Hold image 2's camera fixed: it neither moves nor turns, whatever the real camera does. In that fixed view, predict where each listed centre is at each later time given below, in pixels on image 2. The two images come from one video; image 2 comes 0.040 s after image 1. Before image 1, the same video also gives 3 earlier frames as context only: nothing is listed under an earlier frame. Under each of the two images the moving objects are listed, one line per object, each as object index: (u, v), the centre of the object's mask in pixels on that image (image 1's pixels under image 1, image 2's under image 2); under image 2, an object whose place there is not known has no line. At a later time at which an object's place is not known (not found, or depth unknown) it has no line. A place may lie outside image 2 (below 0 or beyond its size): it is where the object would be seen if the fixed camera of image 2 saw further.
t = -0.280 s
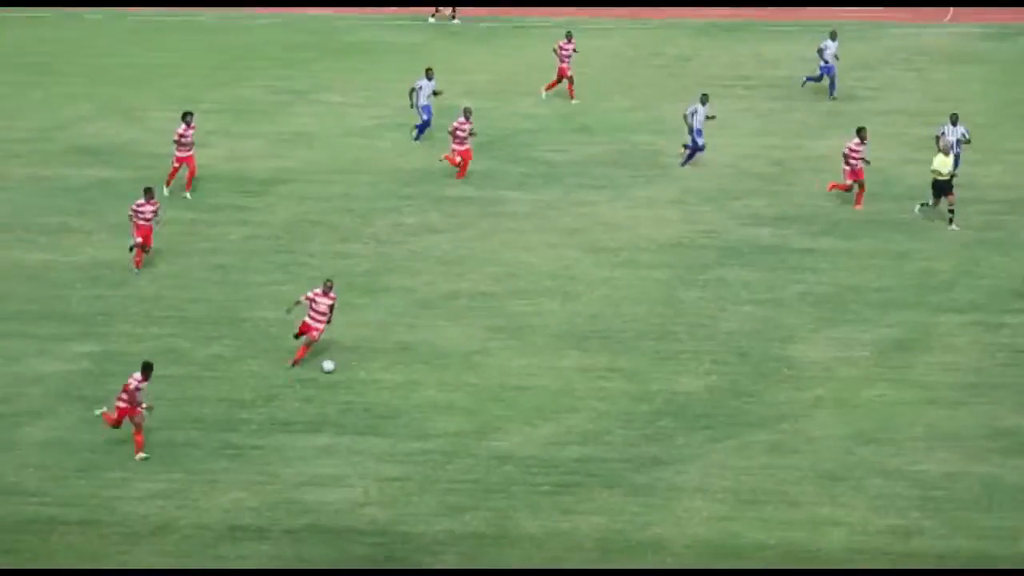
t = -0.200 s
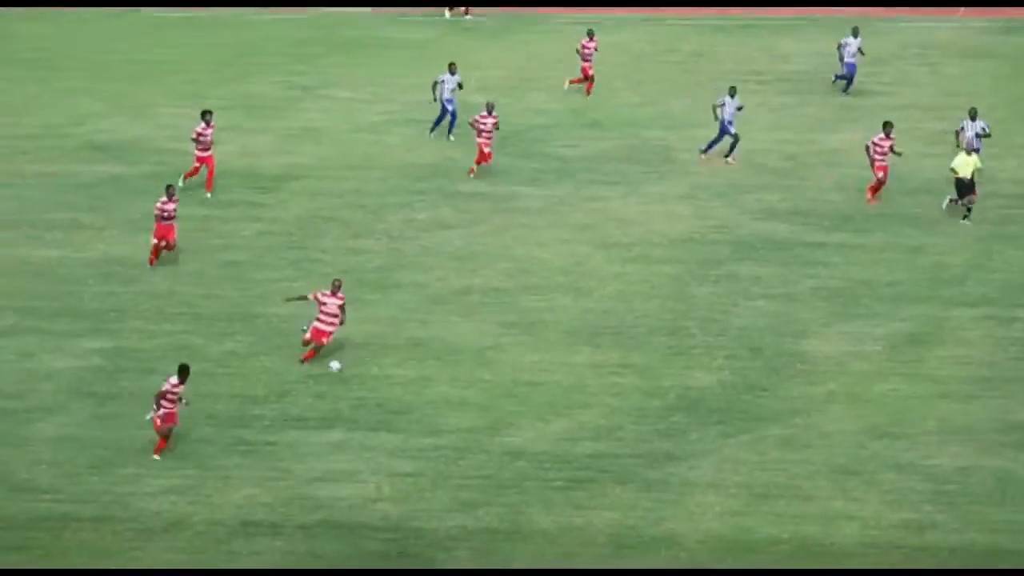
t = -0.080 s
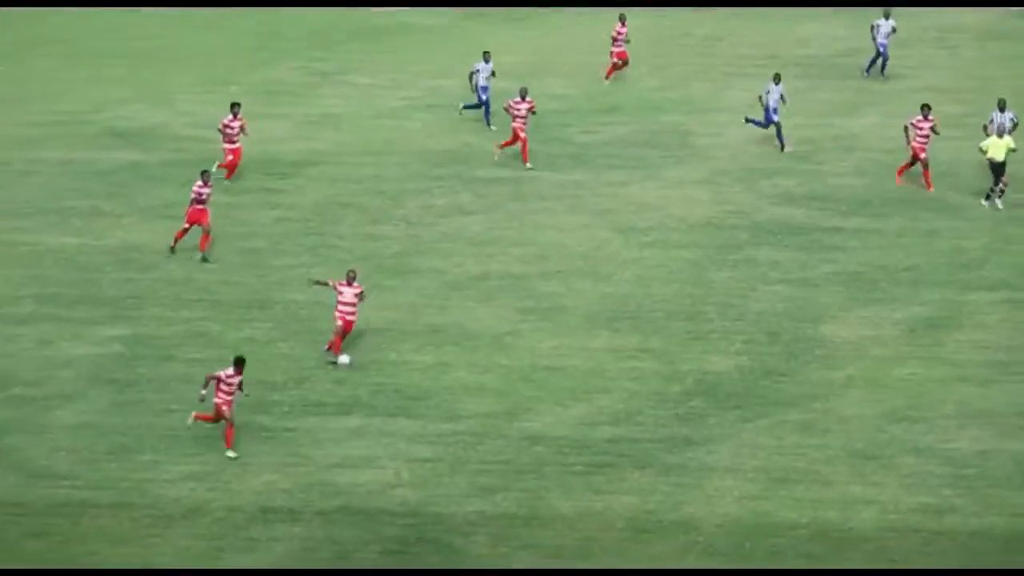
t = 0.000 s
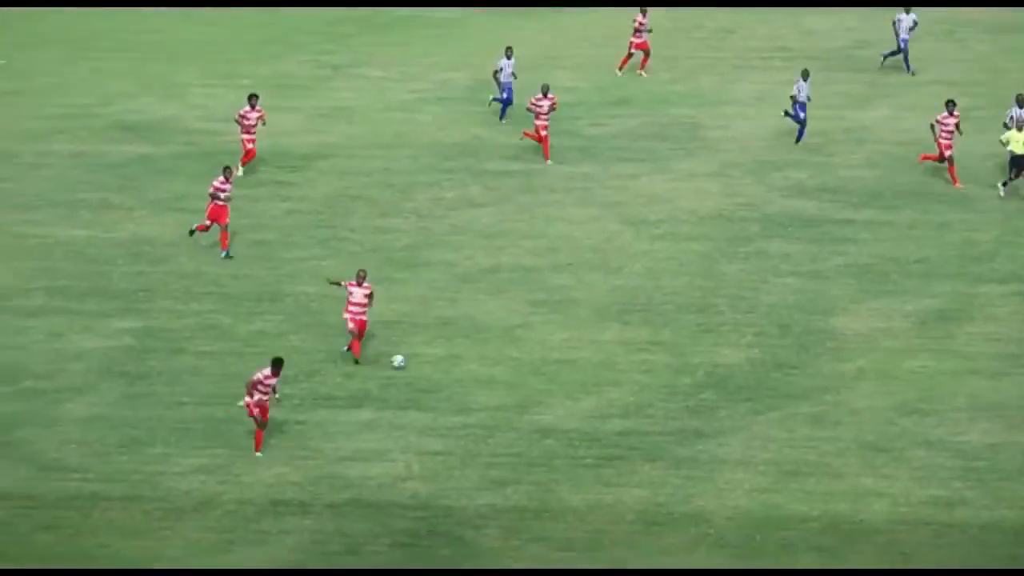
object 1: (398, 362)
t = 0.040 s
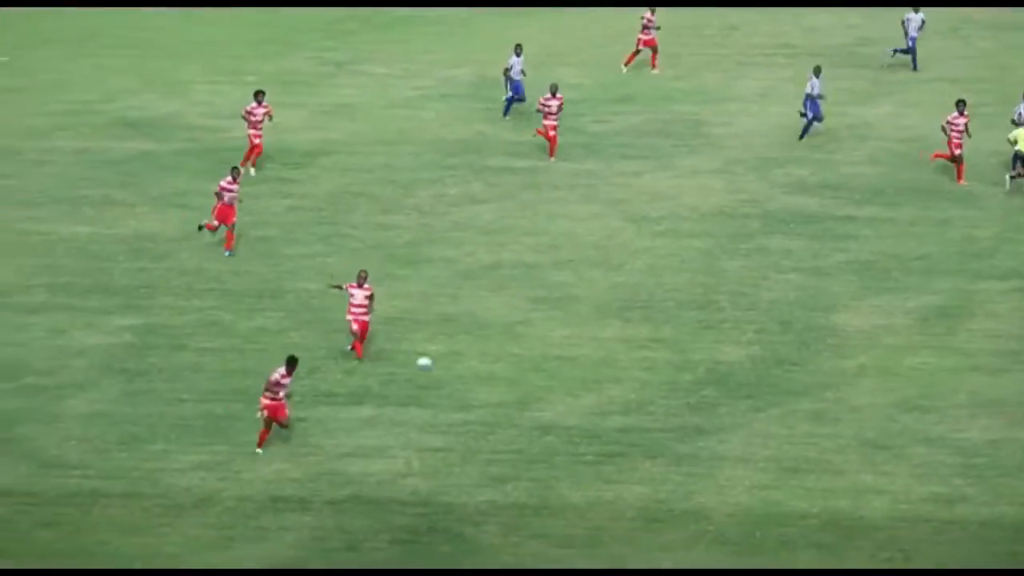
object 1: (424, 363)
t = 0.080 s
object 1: (449, 369)
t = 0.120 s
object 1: (475, 375)
